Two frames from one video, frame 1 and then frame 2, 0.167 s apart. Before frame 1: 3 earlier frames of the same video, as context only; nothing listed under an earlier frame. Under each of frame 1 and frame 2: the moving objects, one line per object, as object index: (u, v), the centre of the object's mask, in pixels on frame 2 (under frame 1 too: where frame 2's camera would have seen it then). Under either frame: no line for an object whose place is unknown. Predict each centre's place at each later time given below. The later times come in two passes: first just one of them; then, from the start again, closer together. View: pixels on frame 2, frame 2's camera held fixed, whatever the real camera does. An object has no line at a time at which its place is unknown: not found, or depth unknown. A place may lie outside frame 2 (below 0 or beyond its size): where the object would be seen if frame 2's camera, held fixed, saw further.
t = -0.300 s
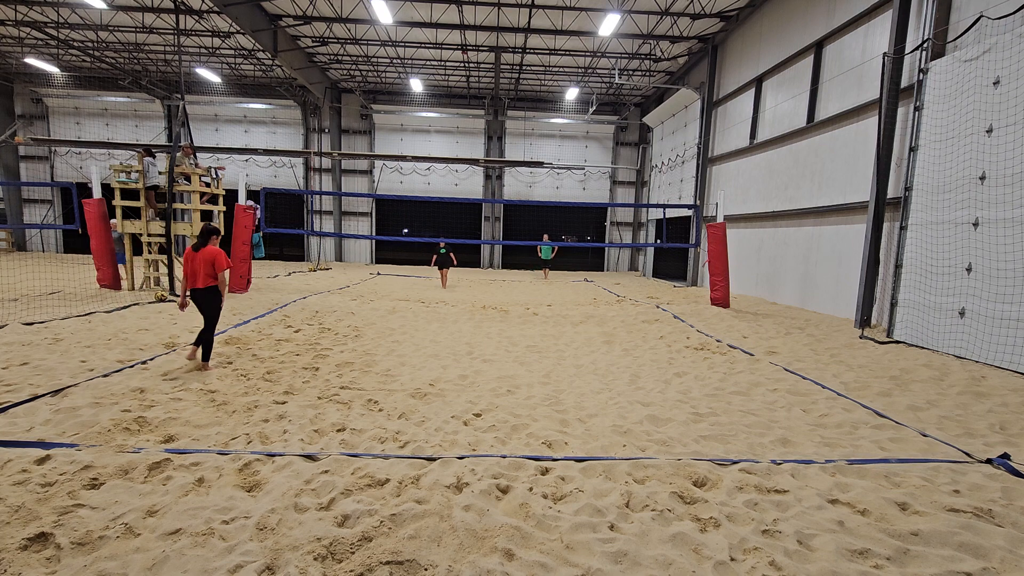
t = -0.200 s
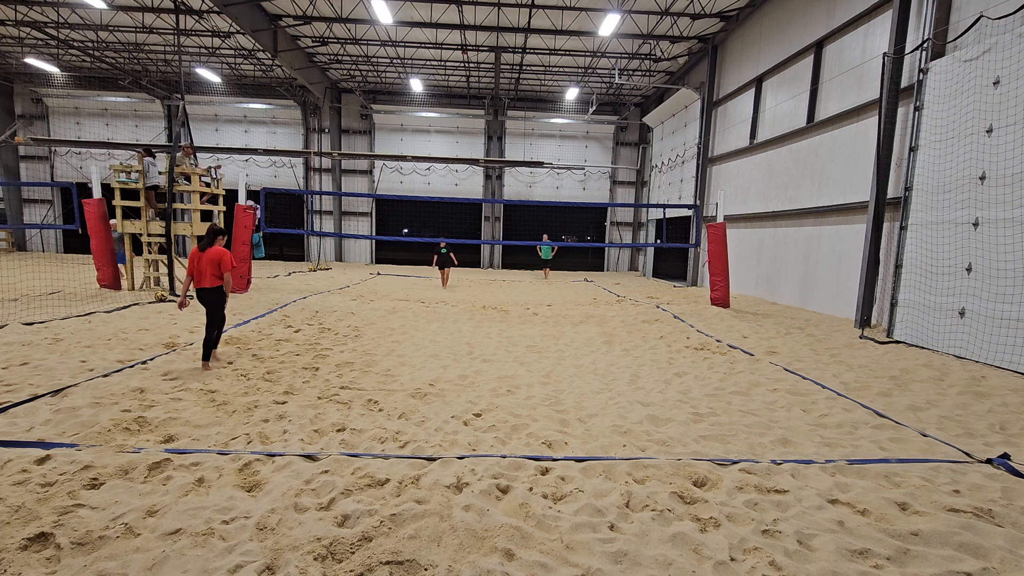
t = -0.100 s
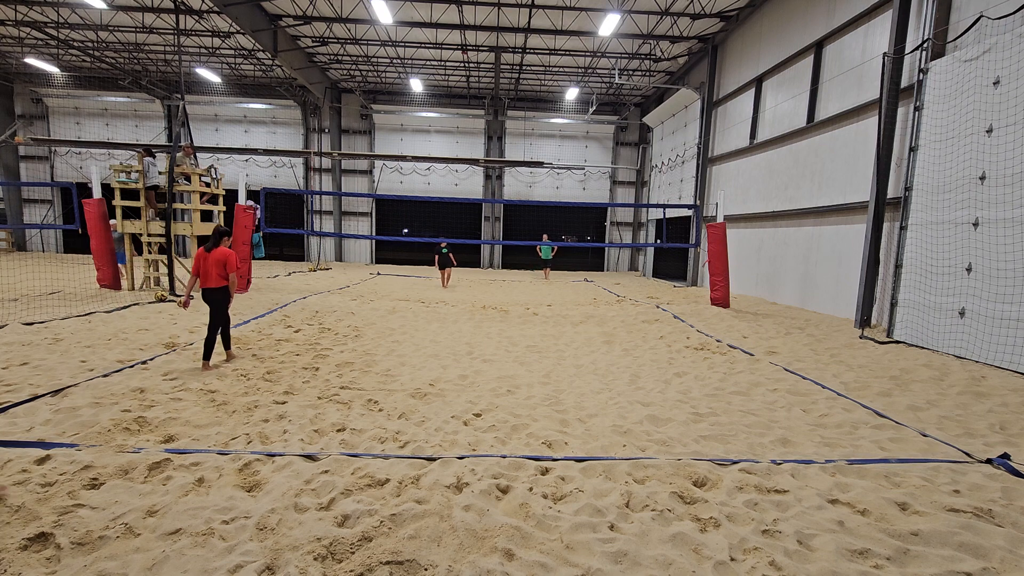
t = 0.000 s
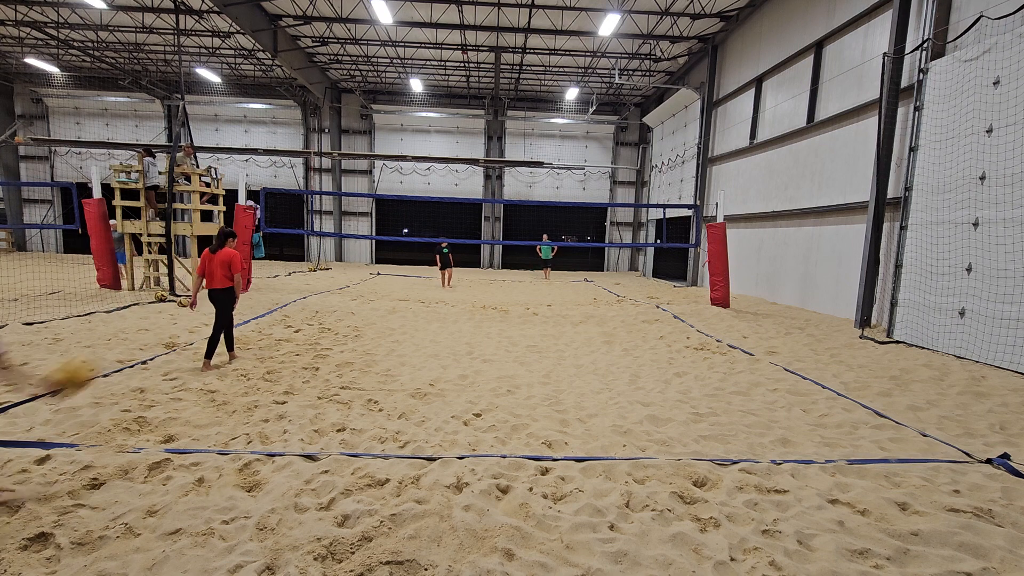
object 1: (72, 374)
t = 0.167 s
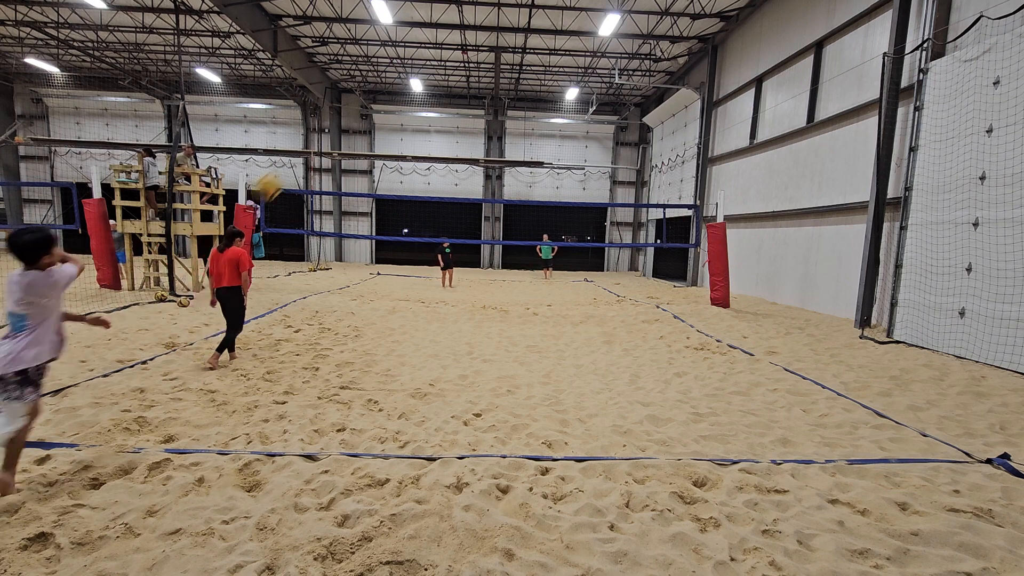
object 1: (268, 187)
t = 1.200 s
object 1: (542, 163)
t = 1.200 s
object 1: (542, 163)
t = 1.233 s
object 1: (546, 169)
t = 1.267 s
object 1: (548, 176)
